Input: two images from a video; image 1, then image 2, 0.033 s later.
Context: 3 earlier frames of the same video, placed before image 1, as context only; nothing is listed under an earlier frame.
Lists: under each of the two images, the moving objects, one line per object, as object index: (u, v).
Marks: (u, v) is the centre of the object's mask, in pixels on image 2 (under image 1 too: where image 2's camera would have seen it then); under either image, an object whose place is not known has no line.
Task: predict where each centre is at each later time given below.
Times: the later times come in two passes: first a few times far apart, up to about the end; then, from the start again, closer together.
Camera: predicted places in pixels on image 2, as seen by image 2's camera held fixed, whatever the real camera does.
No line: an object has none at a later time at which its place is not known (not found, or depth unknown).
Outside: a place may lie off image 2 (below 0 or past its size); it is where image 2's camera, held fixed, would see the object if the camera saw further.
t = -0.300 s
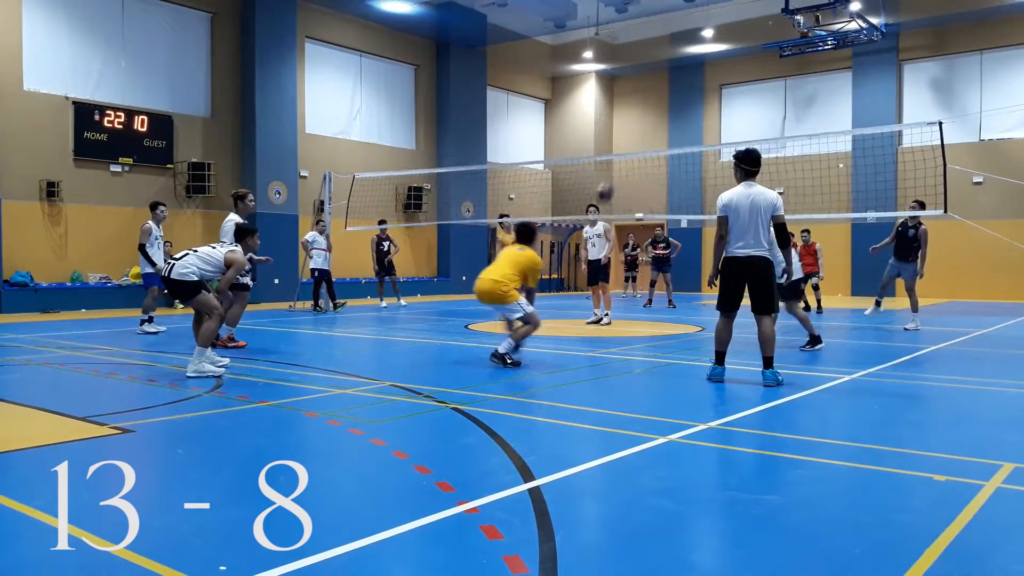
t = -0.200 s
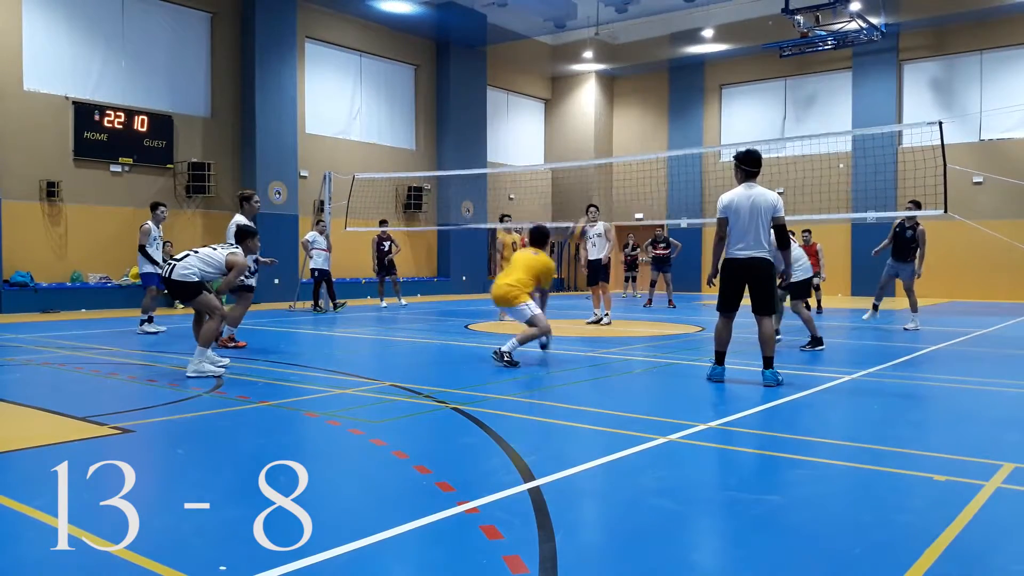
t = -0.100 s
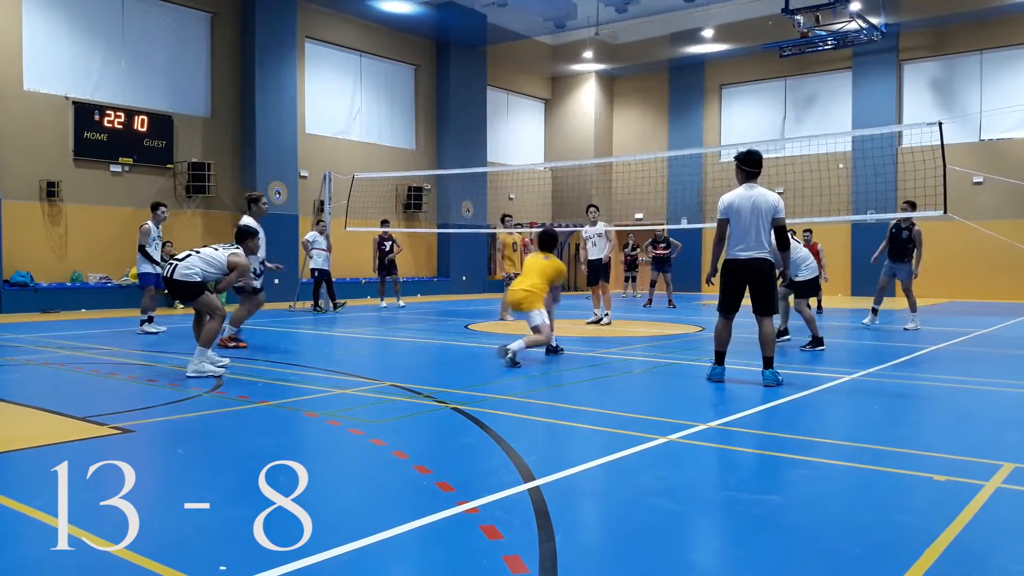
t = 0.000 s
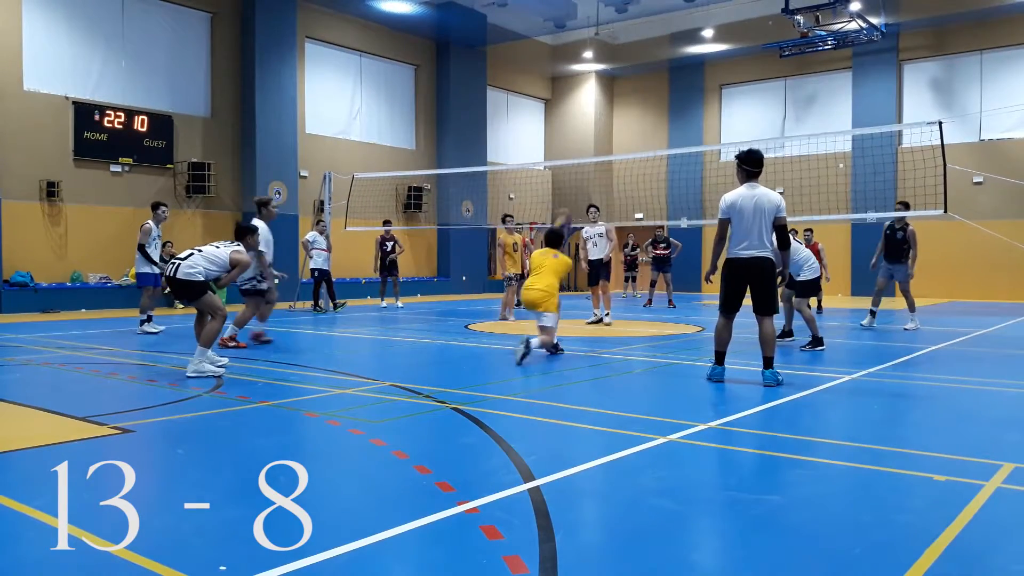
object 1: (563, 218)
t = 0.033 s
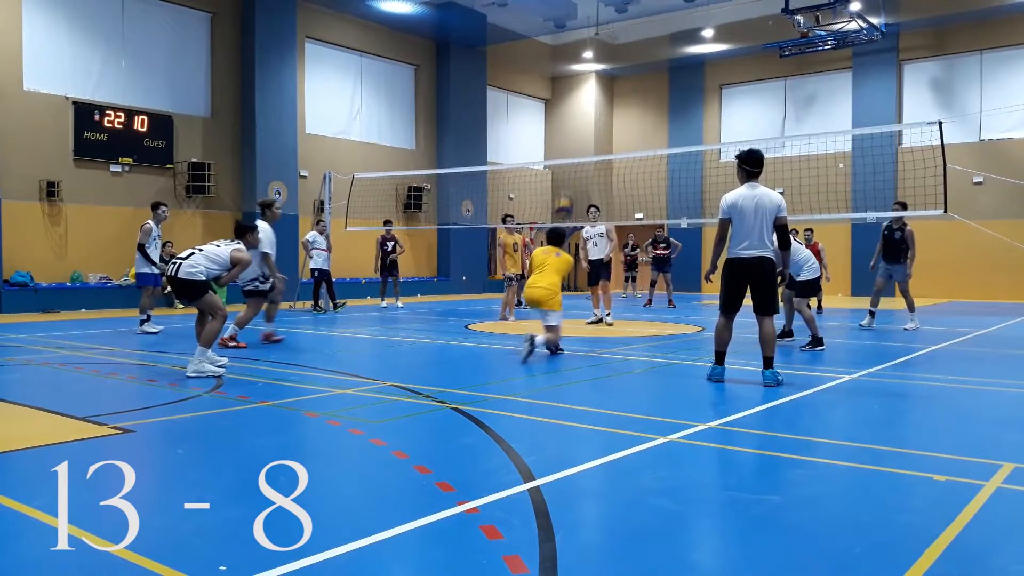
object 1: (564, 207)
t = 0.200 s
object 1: (576, 135)
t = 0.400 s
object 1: (590, 82)
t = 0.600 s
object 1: (603, 68)
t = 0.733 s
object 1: (610, 78)
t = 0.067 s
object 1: (567, 189)
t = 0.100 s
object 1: (570, 172)
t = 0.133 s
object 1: (572, 159)
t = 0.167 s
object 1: (574, 146)
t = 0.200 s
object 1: (576, 135)
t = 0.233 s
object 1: (579, 123)
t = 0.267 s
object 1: (582, 113)
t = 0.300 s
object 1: (584, 103)
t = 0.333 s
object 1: (586, 95)
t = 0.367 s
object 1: (588, 88)
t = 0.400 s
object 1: (590, 82)
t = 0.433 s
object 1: (593, 78)
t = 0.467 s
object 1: (594, 73)
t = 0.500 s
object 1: (596, 71)
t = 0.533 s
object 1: (599, 69)
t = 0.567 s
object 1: (601, 68)
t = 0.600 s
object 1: (603, 68)
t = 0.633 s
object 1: (604, 69)
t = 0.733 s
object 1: (610, 78)
